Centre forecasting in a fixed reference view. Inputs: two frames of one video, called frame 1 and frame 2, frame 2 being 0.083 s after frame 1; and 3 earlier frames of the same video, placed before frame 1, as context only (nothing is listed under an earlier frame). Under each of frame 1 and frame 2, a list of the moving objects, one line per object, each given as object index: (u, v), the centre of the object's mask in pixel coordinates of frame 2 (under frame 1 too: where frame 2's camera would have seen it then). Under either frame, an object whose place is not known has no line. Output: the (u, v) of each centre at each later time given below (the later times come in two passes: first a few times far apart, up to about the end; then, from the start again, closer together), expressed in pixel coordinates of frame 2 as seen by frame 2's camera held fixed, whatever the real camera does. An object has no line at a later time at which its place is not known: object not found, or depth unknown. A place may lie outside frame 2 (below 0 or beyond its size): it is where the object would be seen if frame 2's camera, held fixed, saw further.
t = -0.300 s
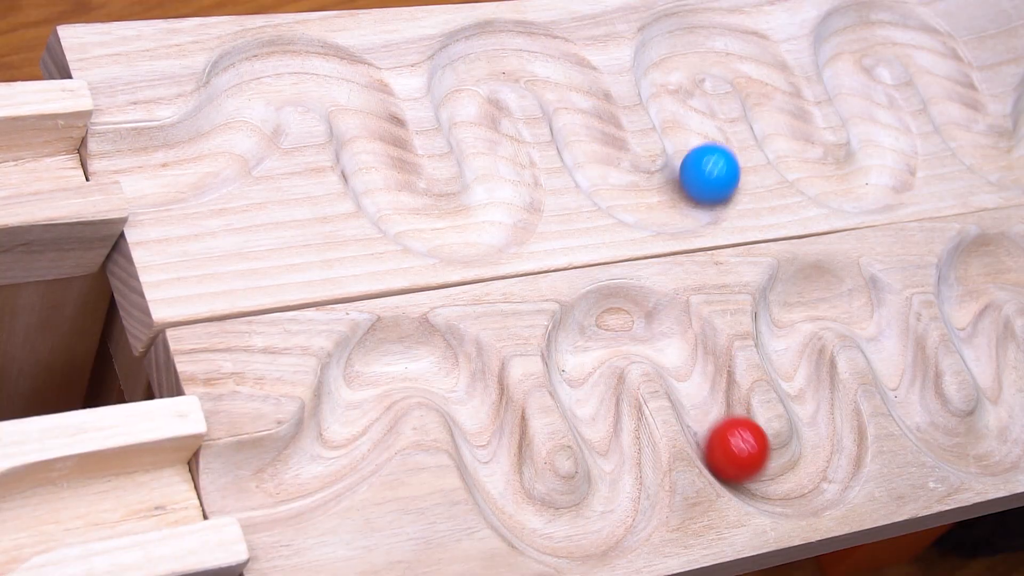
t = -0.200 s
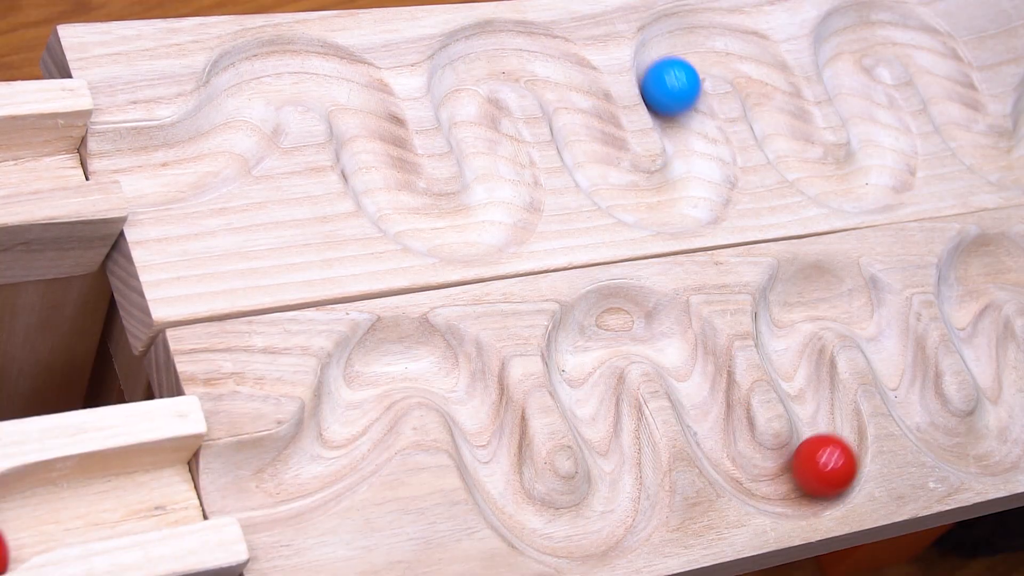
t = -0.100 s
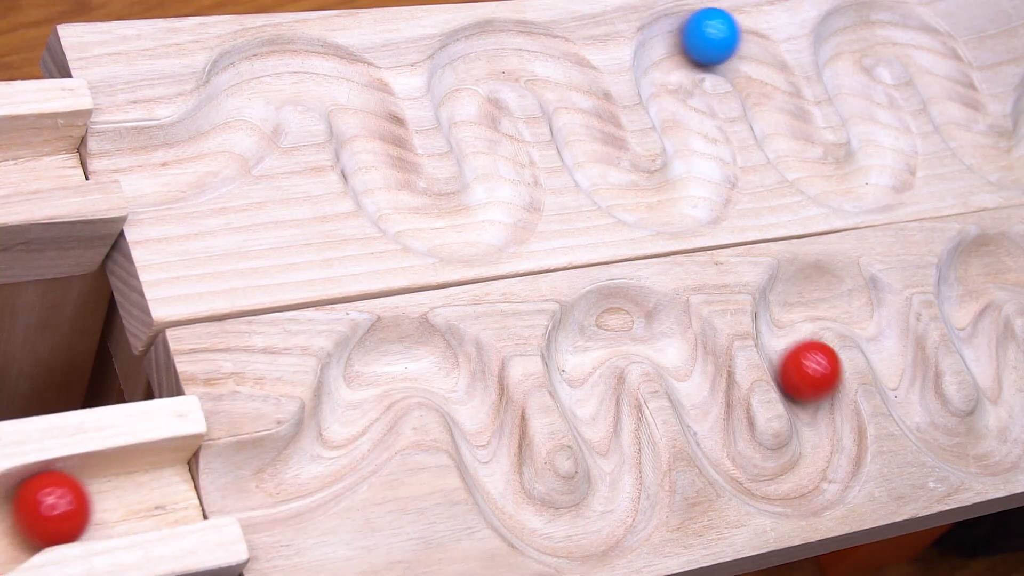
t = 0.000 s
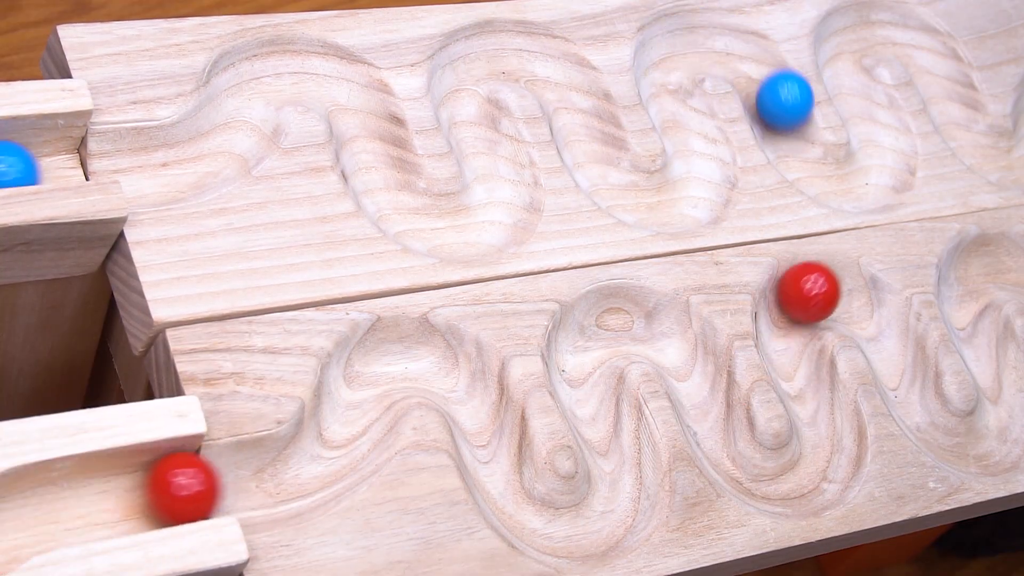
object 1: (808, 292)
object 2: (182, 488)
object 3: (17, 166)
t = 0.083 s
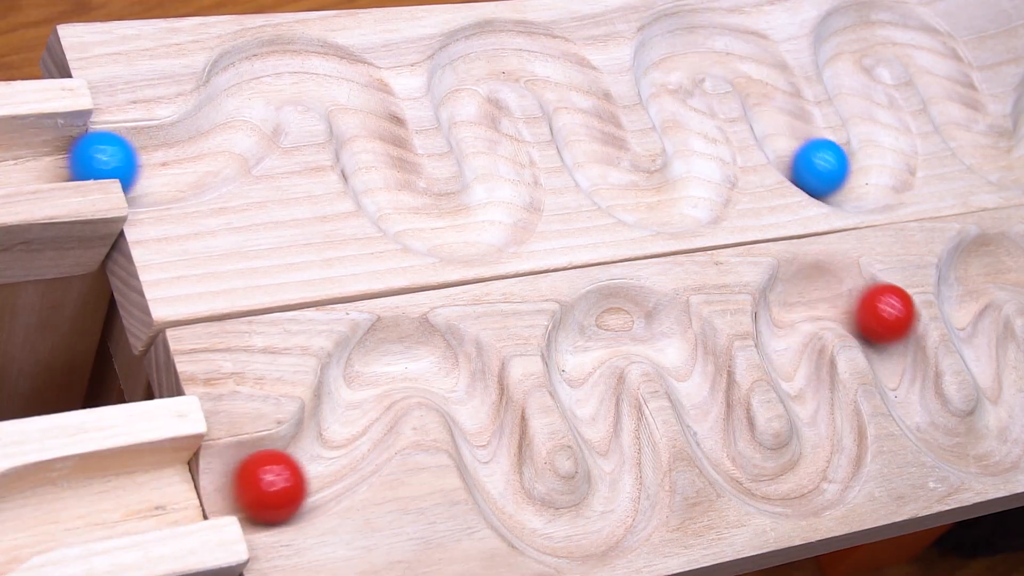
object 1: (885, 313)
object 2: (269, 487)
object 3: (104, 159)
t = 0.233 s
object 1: (966, 438)
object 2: (379, 356)
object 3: (250, 102)
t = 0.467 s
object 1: (974, 292)
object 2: (564, 523)
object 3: (399, 197)
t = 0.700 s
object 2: (587, 354)
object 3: (470, 103)
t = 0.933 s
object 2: (733, 447)
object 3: (594, 149)
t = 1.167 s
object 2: (793, 339)
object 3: (682, 109)
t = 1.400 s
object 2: (924, 398)
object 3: (788, 110)
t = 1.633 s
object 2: (983, 325)
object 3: (878, 108)
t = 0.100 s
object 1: (900, 326)
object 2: (287, 480)
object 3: (121, 162)
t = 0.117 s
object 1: (910, 342)
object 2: (303, 470)
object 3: (141, 167)
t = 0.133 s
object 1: (915, 360)
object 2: (320, 459)
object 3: (160, 167)
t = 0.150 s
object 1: (914, 380)
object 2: (337, 447)
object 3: (178, 163)
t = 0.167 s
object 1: (921, 394)
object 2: (351, 432)
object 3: (196, 155)
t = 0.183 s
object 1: (927, 409)
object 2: (361, 413)
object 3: (213, 146)
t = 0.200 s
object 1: (939, 422)
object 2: (368, 394)
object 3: (228, 134)
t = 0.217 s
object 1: (952, 432)
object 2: (370, 375)
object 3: (241, 119)
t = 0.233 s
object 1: (966, 438)
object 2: (379, 356)
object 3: (250, 102)
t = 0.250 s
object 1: (981, 441)
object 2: (393, 344)
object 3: (255, 85)
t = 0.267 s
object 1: (994, 438)
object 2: (408, 340)
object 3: (263, 67)
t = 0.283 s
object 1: (1001, 431)
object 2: (427, 344)
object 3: (277, 54)
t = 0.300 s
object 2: (447, 355)
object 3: (293, 48)
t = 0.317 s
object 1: (1009, 408)
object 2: (465, 371)
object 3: (311, 49)
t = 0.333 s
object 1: (1010, 392)
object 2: (480, 392)
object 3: (330, 57)
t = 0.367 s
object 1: (1006, 361)
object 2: (497, 431)
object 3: (362, 90)
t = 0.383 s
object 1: (1001, 347)
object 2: (500, 452)
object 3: (372, 109)
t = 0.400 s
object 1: (988, 337)
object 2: (506, 472)
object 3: (377, 129)
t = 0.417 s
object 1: (982, 323)
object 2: (515, 489)
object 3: (378, 149)
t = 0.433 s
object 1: (975, 312)
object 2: (529, 504)
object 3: (381, 166)
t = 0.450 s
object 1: (973, 302)
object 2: (546, 516)
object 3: (388, 182)
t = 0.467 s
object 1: (974, 292)
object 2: (564, 523)
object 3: (399, 197)
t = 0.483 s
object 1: (976, 280)
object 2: (580, 525)
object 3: (413, 209)
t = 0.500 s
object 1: (981, 270)
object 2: (596, 520)
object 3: (429, 218)
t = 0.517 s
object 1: (989, 264)
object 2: (610, 511)
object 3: (447, 223)
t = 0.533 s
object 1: (999, 261)
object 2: (622, 499)
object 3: (464, 223)
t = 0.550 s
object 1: (1007, 261)
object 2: (632, 484)
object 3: (479, 220)
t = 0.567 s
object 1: (1014, 266)
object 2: (637, 467)
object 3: (493, 212)
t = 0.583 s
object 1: (1020, 275)
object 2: (637, 449)
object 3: (503, 201)
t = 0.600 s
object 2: (631, 434)
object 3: (509, 187)
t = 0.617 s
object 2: (621, 421)
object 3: (511, 171)
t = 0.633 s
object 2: (605, 411)
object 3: (507, 156)
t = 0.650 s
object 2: (598, 396)
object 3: (499, 143)
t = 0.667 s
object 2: (591, 383)
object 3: (486, 132)
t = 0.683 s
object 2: (589, 368)
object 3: (476, 117)
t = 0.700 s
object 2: (587, 354)
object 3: (470, 103)
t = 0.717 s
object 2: (590, 340)
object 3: (468, 90)
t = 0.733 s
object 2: (598, 330)
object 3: (469, 75)
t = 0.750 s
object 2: (609, 325)
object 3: (475, 63)
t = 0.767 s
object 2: (624, 321)
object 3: (483, 54)
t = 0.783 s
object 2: (641, 318)
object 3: (496, 50)
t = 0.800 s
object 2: (659, 322)
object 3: (512, 49)
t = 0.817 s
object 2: (676, 329)
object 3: (529, 51)
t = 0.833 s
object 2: (694, 342)
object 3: (547, 58)
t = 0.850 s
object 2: (707, 357)
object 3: (564, 68)
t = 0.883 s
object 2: (716, 396)
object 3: (590, 96)
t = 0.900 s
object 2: (717, 417)
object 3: (594, 113)
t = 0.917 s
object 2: (723, 432)
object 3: (594, 132)
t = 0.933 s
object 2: (733, 447)
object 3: (594, 149)
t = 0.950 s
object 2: (746, 460)
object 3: (600, 161)
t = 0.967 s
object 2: (761, 471)
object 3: (609, 171)
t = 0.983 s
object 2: (779, 477)
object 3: (621, 182)
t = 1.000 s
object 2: (798, 477)
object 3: (634, 190)
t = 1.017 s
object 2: (814, 472)
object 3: (650, 195)
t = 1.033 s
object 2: (828, 463)
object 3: (668, 198)
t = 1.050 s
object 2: (836, 449)
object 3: (684, 197)
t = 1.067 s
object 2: (840, 432)
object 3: (697, 191)
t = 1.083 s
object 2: (839, 413)
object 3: (705, 181)
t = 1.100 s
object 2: (833, 395)
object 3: (709, 168)
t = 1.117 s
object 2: (823, 380)
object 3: (708, 153)
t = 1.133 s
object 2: (808, 368)
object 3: (703, 137)
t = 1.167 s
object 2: (793, 339)
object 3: (682, 109)
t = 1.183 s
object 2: (793, 325)
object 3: (674, 95)
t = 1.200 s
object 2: (795, 313)
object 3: (669, 82)
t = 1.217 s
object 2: (800, 302)
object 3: (669, 69)
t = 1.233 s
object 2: (811, 294)
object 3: (672, 57)
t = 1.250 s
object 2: (823, 289)
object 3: (678, 47)
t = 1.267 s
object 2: (838, 288)
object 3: (689, 39)
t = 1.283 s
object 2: (855, 292)
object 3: (702, 36)
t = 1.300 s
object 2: (872, 301)
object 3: (717, 38)
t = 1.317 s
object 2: (888, 313)
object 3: (734, 43)
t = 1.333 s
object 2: (901, 327)
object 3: (752, 52)
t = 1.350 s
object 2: (909, 344)
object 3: (767, 63)
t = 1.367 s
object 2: (913, 363)
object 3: (779, 77)
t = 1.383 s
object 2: (915, 383)
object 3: (786, 93)
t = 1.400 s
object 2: (924, 398)
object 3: (788, 110)
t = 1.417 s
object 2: (934, 414)
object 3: (788, 128)
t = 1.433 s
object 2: (947, 427)
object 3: (793, 142)
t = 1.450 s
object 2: (962, 437)
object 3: (802, 153)
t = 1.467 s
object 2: (978, 441)
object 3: (813, 163)
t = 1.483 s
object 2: (992, 441)
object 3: (825, 171)
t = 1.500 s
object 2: (1000, 435)
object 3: (839, 176)
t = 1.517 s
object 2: (1005, 425)
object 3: (855, 179)
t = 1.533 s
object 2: (1008, 412)
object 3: (871, 177)
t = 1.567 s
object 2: (1009, 379)
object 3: (892, 162)
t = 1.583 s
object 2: (1006, 363)
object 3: (895, 150)
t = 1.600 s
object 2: (1001, 350)
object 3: (894, 136)
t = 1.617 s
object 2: (990, 338)
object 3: (888, 121)
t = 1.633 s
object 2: (983, 325)
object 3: (878, 108)
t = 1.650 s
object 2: (976, 314)
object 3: (865, 96)
